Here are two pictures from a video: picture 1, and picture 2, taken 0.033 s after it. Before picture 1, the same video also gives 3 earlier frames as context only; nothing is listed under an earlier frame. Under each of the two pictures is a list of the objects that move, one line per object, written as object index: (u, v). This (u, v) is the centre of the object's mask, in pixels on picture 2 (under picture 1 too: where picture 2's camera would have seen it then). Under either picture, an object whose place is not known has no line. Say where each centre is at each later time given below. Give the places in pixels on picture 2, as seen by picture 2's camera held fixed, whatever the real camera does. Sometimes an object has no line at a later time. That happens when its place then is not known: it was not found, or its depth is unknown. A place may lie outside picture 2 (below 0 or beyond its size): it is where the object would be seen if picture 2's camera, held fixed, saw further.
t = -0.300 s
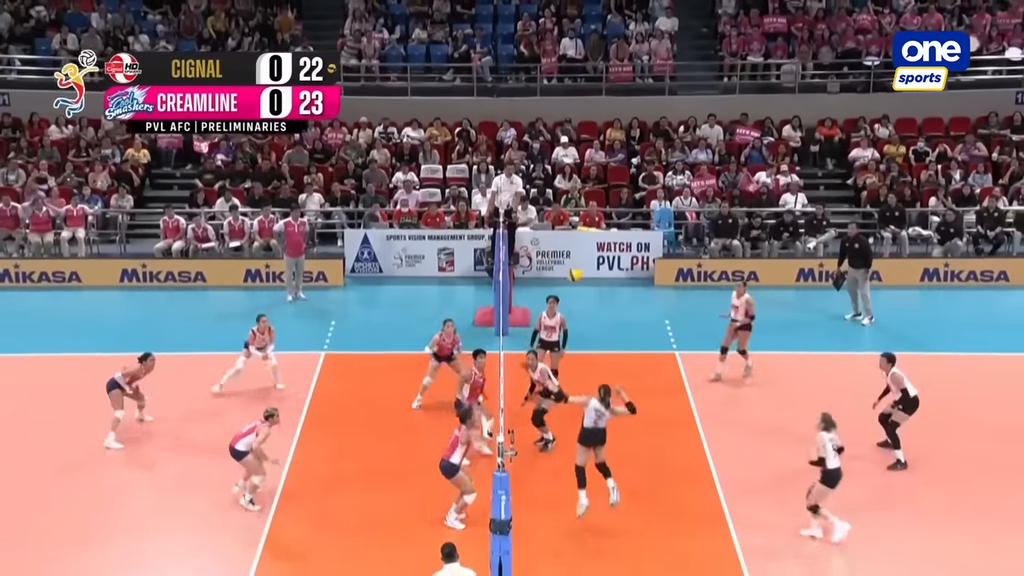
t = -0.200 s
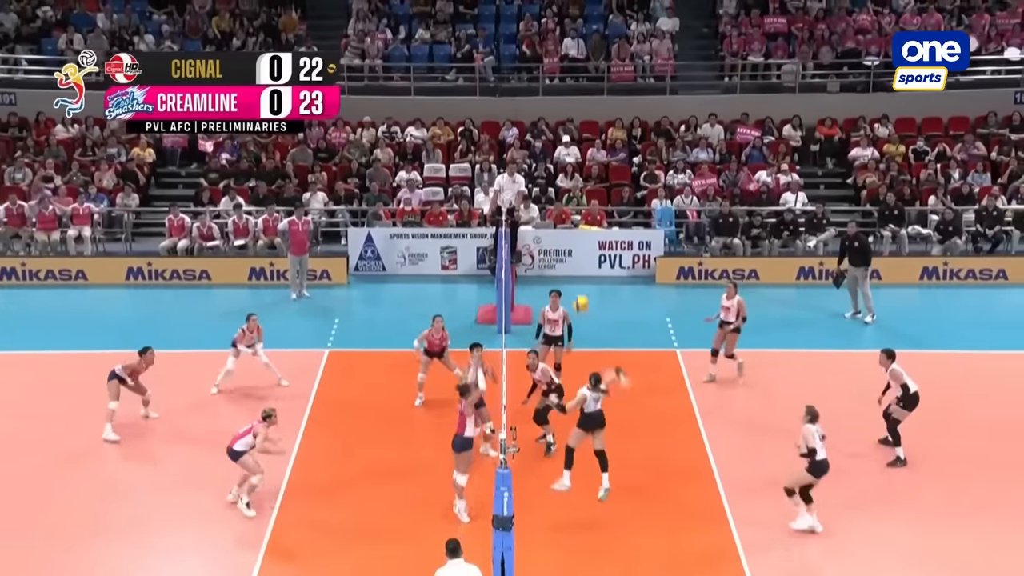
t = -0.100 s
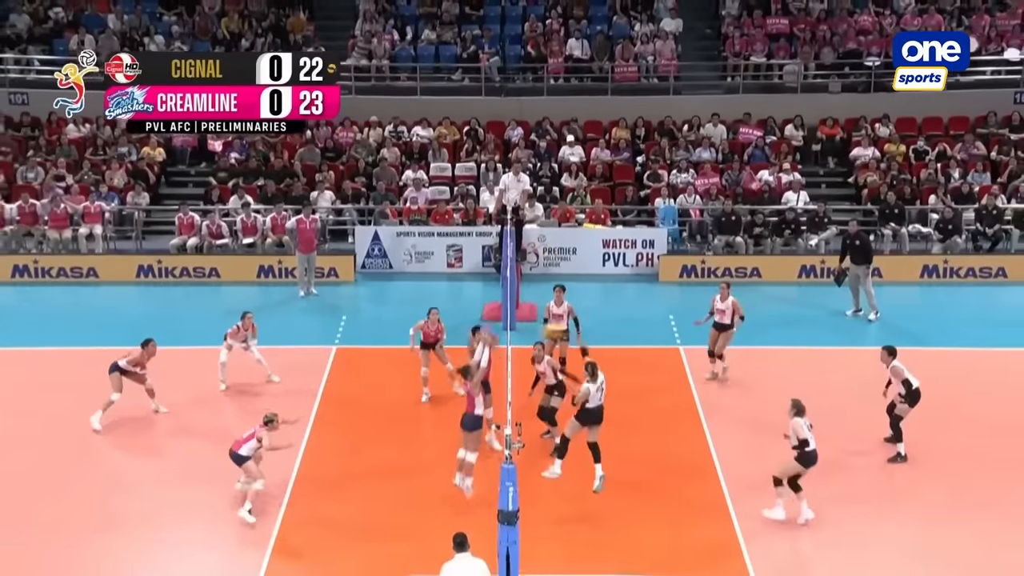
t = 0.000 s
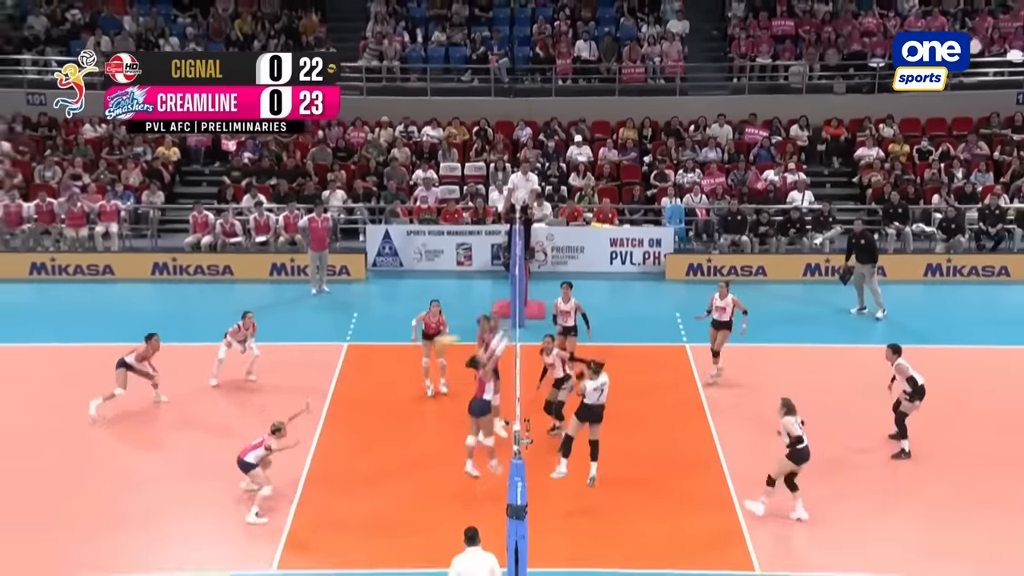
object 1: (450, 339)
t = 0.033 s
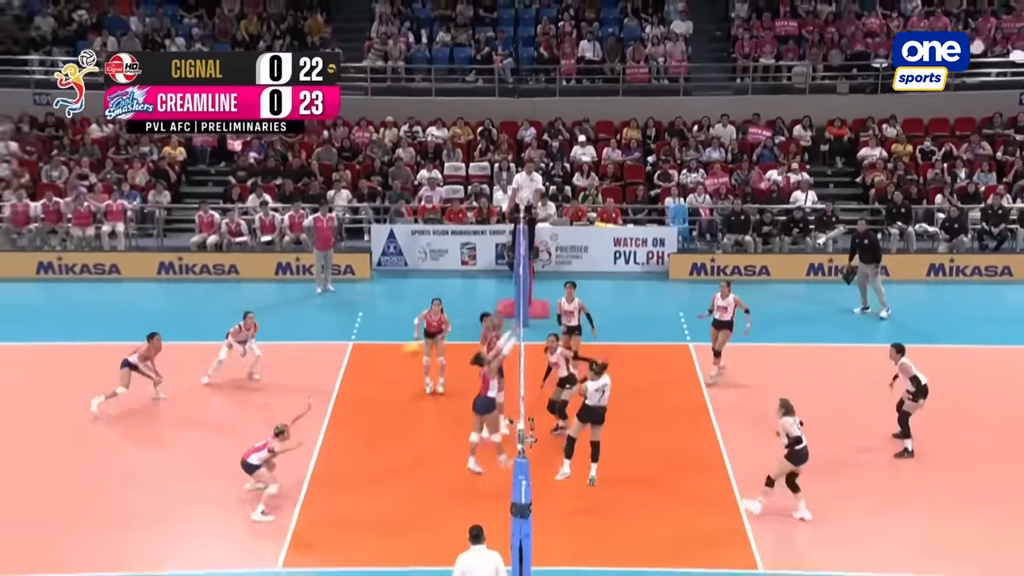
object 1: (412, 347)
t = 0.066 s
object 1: (377, 355)
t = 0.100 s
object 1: (338, 366)
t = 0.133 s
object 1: (301, 375)
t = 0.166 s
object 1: (267, 387)
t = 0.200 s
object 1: (228, 400)
